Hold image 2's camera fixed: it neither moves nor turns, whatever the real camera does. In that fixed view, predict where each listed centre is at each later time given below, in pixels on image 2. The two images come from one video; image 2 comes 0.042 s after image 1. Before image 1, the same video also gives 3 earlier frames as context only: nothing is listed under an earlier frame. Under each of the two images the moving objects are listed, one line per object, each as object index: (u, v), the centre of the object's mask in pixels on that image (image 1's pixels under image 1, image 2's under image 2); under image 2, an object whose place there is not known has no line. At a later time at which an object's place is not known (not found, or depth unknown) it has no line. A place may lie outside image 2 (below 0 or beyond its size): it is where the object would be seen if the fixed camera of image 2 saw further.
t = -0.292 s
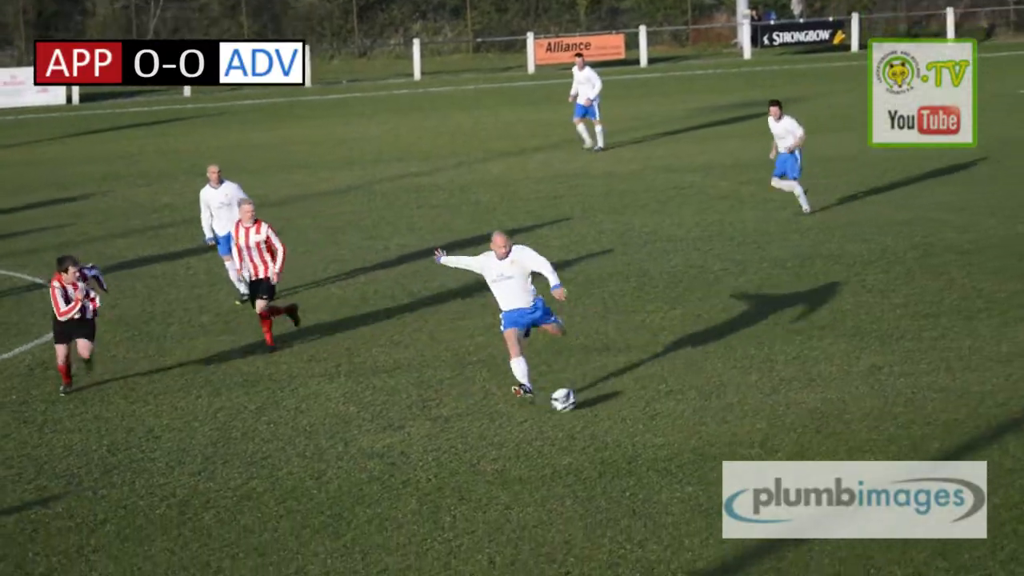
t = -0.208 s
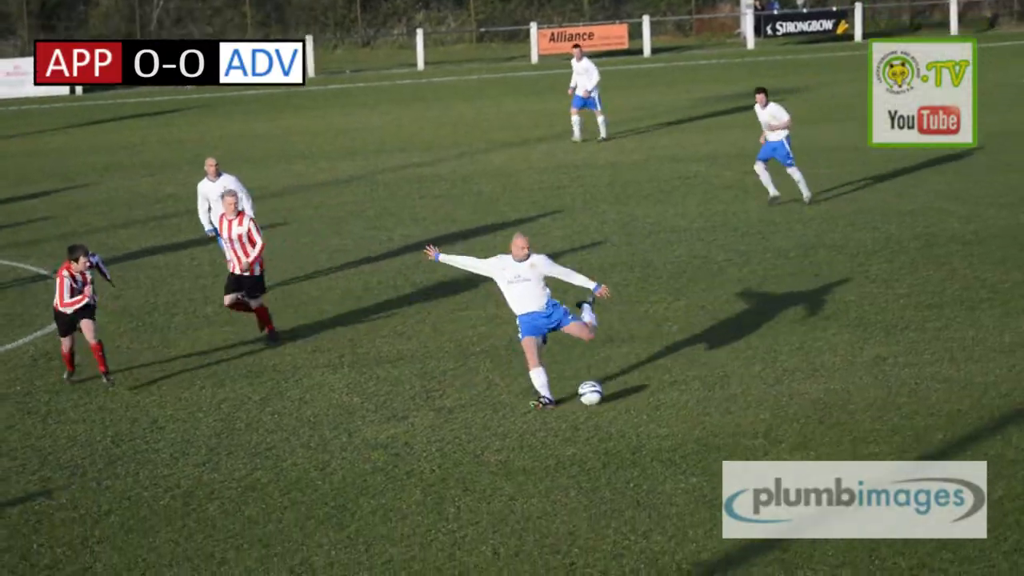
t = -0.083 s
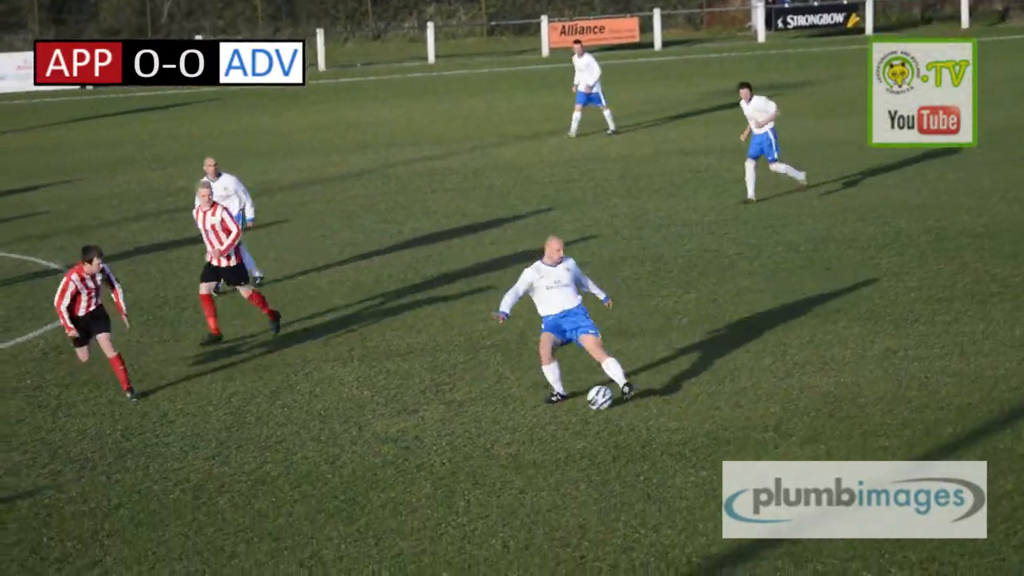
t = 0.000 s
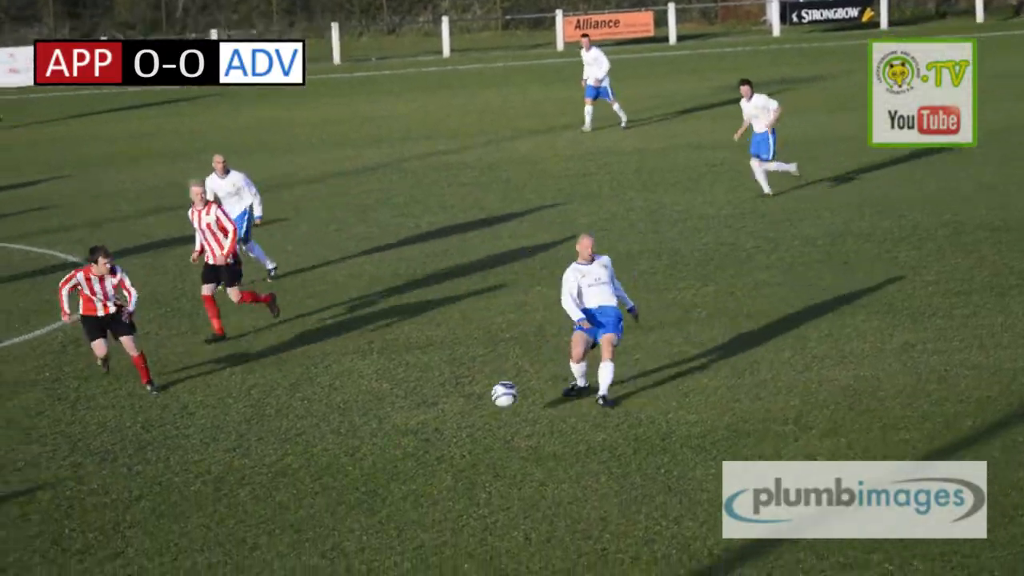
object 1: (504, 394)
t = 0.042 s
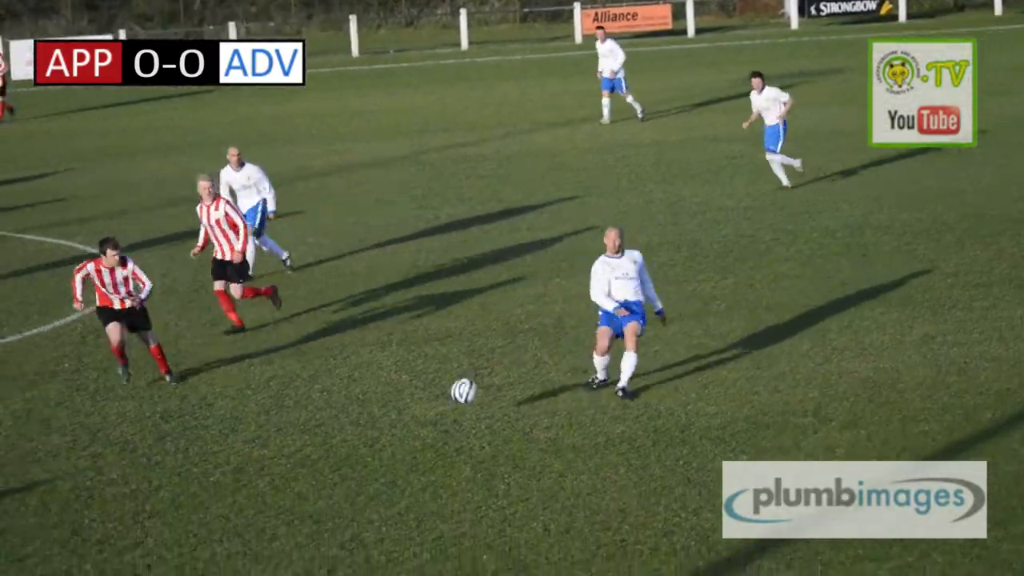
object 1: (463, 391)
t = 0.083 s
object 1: (405, 399)
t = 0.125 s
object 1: (344, 410)
